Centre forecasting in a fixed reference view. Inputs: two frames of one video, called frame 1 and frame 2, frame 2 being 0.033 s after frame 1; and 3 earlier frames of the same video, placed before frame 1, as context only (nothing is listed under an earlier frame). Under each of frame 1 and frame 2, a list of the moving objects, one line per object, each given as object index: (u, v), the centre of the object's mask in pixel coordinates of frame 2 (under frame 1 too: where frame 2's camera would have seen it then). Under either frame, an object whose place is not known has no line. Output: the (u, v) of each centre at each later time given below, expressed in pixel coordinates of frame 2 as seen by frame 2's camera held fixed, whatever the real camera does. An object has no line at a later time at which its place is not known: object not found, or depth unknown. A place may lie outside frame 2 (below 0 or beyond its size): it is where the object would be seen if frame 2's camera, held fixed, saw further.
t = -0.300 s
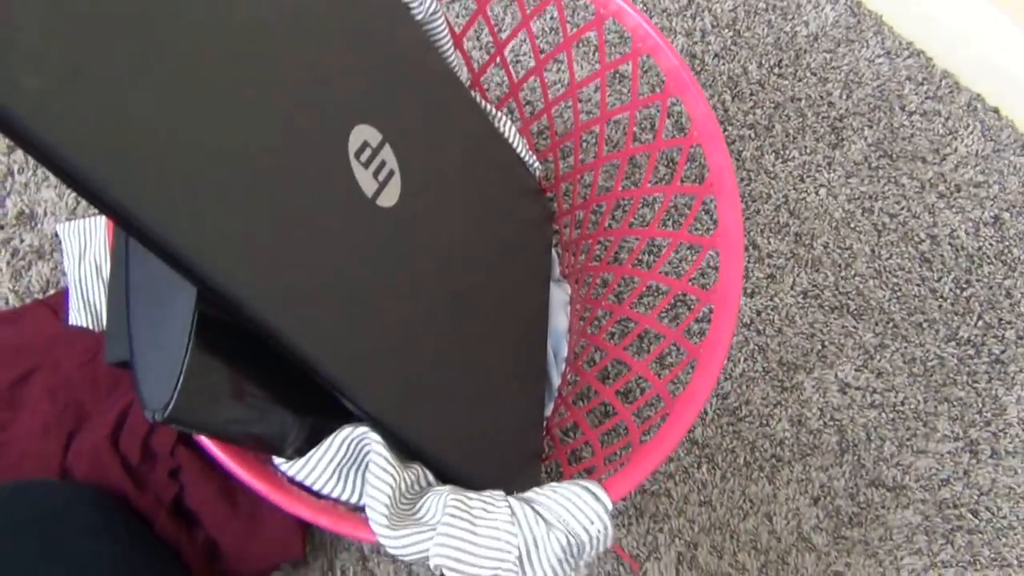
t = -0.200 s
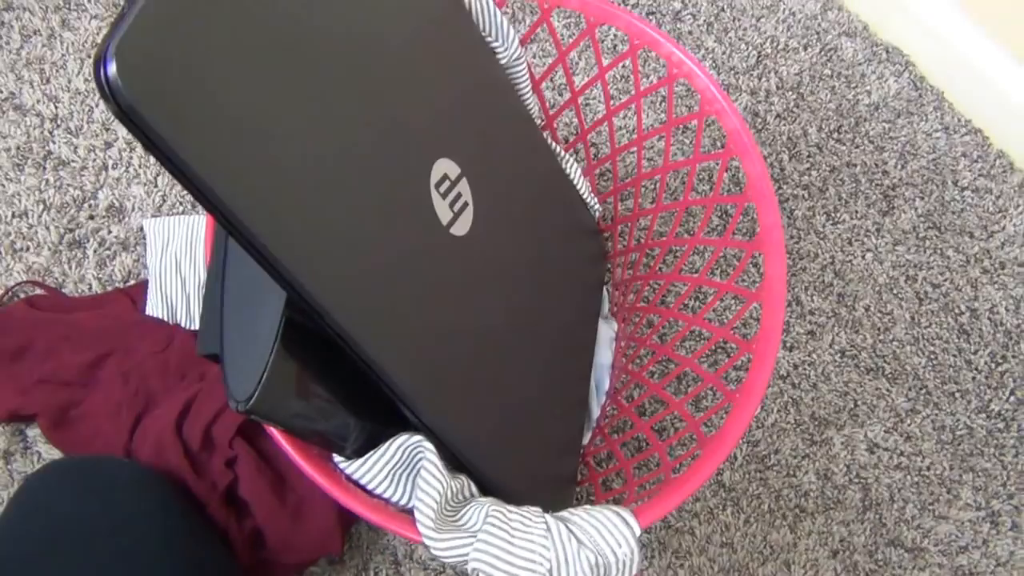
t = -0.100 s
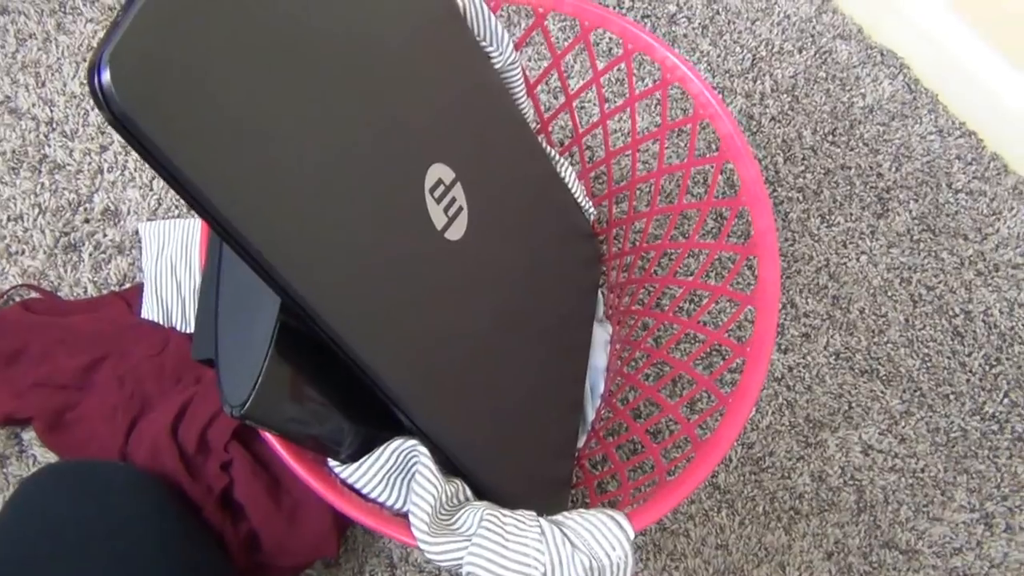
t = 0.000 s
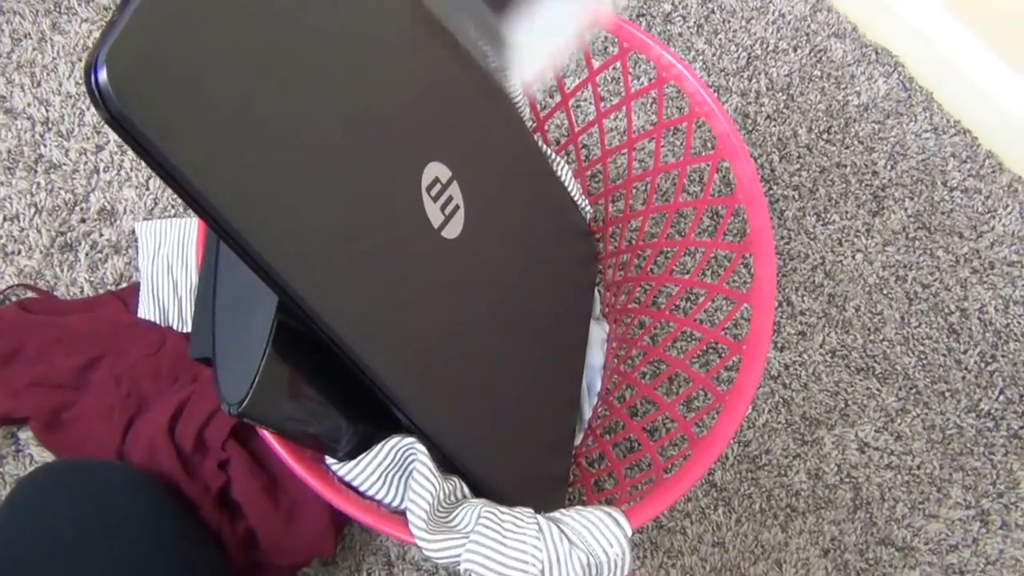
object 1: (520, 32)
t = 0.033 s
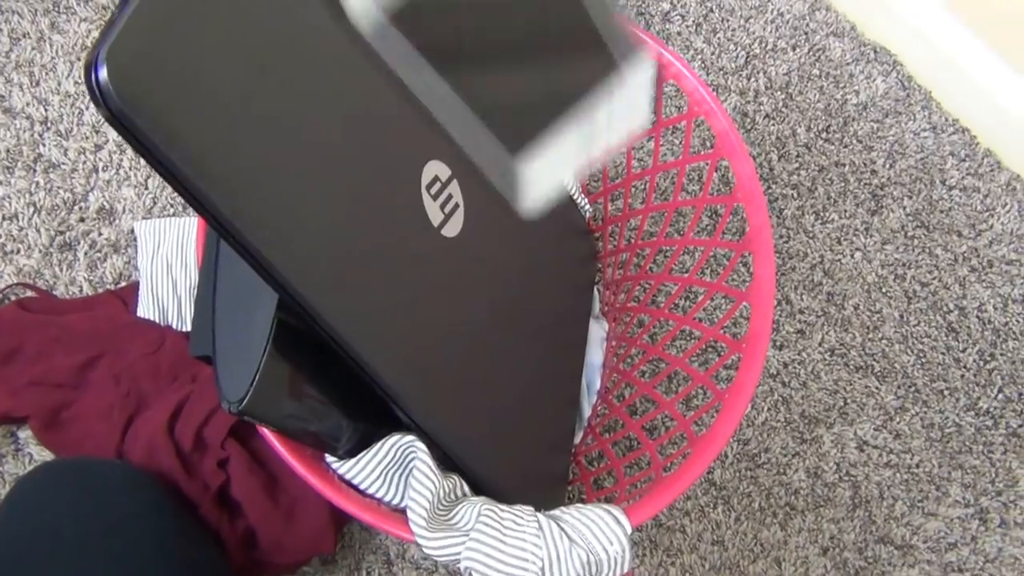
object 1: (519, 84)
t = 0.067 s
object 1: (518, 154)
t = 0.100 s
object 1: (538, 264)
